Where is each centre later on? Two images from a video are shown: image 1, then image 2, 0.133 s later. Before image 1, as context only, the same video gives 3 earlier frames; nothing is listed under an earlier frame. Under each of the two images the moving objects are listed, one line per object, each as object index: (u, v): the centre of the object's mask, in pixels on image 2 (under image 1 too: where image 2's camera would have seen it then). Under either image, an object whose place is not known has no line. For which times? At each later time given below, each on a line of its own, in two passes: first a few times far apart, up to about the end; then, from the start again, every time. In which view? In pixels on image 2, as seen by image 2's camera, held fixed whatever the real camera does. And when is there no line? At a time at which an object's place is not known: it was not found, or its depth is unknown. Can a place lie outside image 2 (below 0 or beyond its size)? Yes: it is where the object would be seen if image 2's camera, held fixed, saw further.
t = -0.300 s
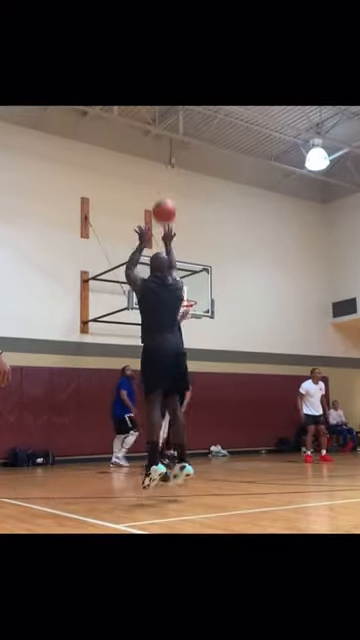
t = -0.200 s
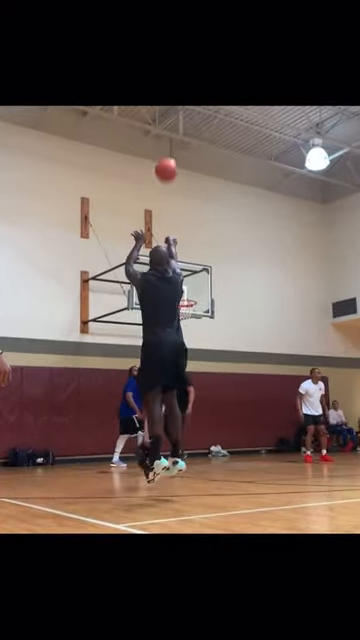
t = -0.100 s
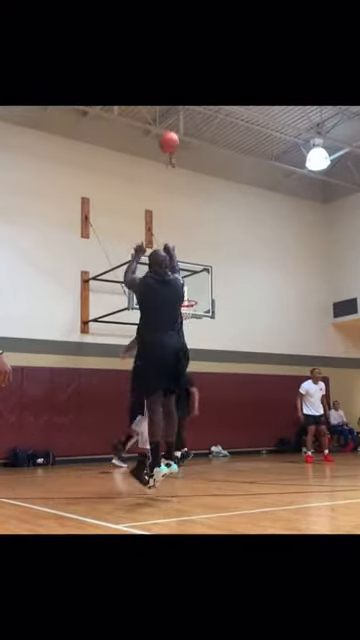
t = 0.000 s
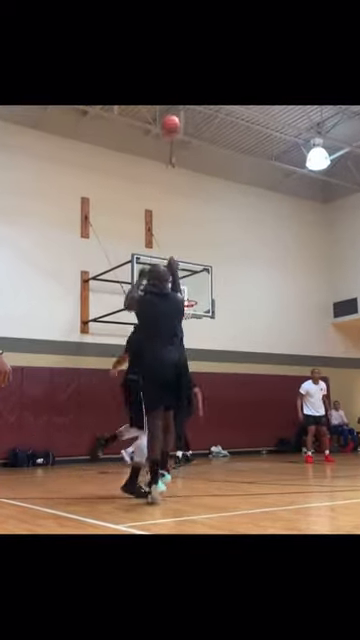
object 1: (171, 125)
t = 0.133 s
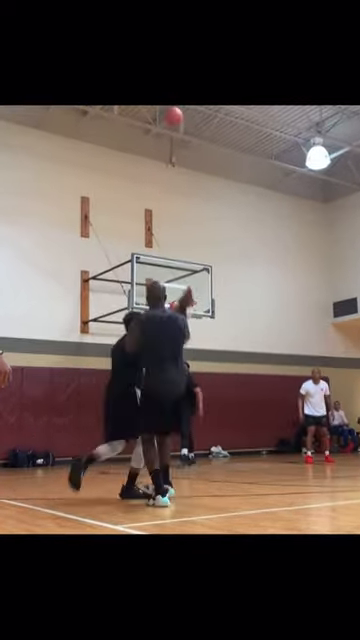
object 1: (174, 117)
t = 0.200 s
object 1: (174, 117)
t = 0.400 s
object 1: (178, 135)
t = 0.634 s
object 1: (181, 179)
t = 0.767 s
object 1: (183, 213)
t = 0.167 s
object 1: (174, 117)
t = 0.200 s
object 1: (174, 117)
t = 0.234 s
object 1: (174, 117)
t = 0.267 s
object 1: (174, 118)
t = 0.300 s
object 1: (175, 120)
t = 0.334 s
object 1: (179, 126)
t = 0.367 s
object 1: (178, 130)
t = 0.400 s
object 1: (178, 135)
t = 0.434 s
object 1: (179, 138)
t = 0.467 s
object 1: (180, 143)
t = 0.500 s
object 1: (180, 151)
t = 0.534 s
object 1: (180, 157)
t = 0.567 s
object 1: (180, 164)
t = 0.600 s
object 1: (181, 171)
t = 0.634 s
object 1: (181, 179)
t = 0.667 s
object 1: (182, 186)
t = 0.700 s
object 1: (182, 195)
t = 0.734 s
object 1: (183, 204)
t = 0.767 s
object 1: (183, 213)
